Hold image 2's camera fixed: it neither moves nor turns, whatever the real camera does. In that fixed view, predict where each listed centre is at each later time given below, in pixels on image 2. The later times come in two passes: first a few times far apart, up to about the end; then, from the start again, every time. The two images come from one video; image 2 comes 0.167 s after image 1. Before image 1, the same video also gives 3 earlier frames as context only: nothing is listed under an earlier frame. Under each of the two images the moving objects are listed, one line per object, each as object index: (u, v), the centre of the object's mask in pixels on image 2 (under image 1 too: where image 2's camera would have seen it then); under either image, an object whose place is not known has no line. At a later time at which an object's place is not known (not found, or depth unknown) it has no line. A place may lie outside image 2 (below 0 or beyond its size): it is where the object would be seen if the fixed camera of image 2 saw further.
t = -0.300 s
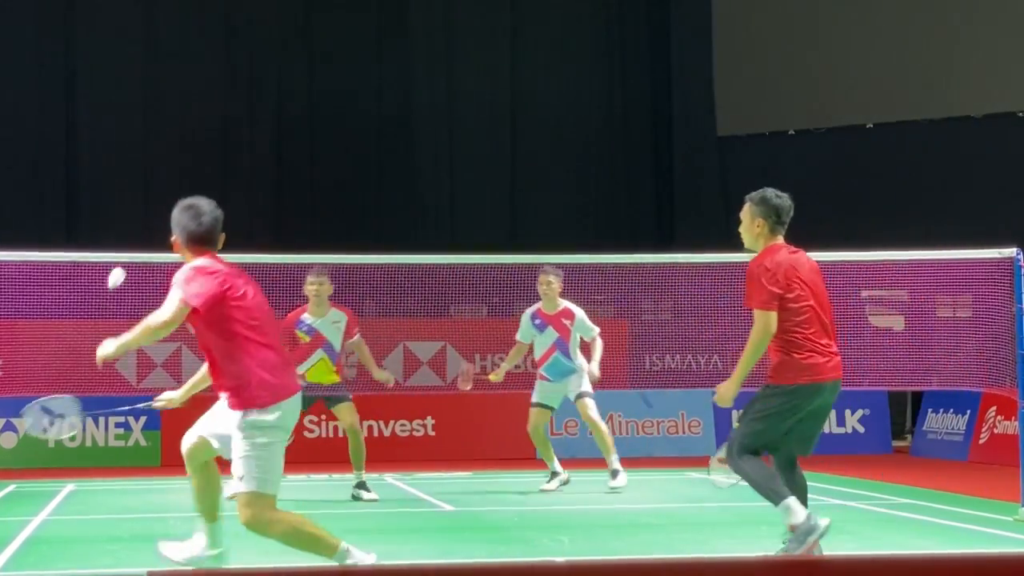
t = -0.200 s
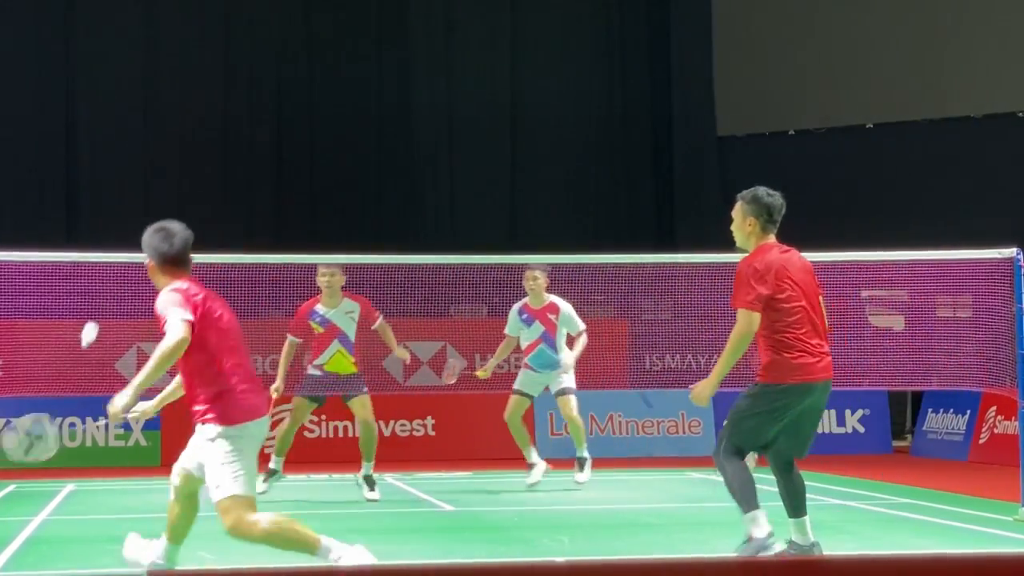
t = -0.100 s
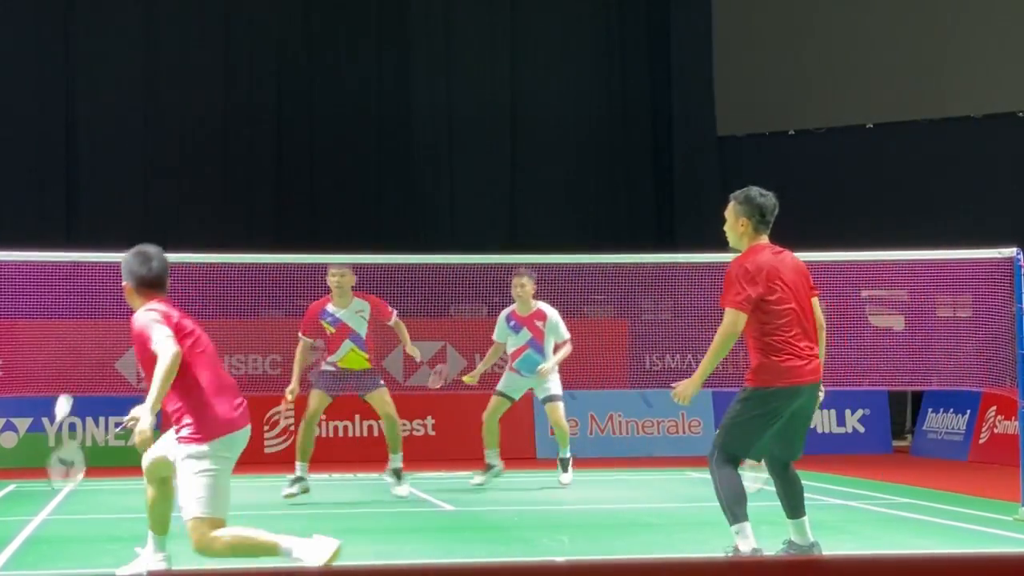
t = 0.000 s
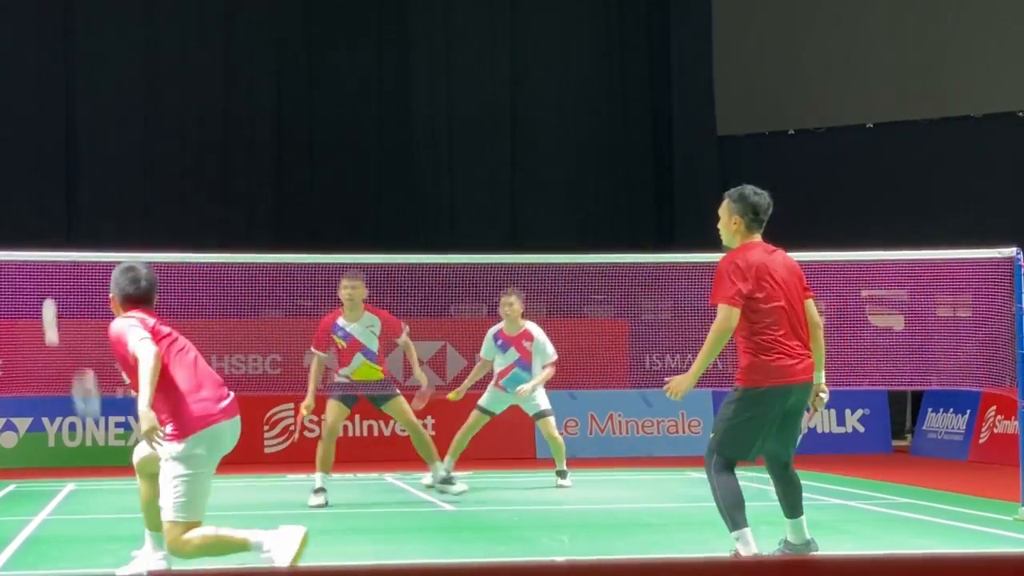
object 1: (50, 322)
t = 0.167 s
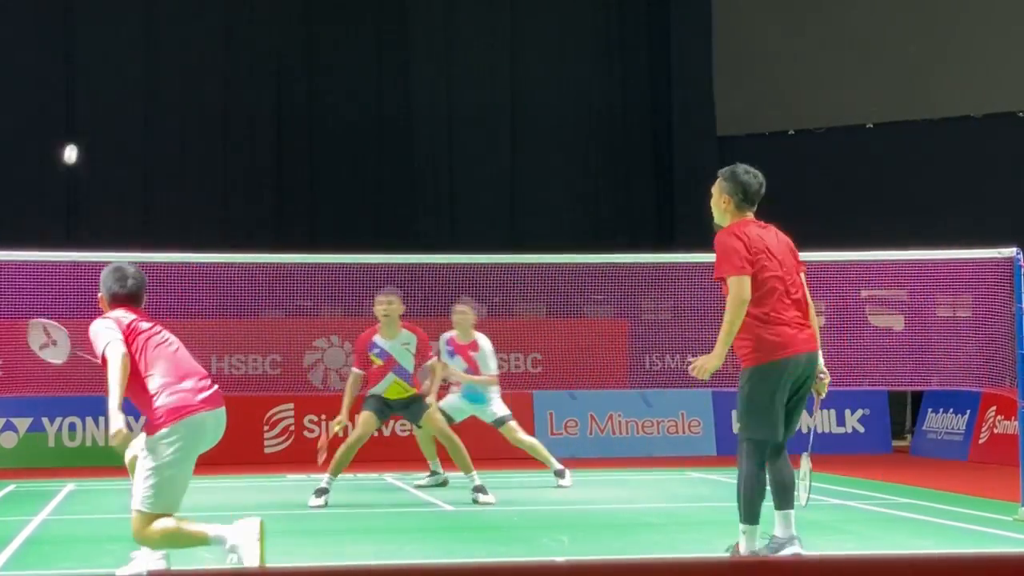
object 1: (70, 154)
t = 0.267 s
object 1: (76, 117)
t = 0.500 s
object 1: (86, 105)
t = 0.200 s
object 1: (72, 138)
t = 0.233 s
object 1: (74, 126)
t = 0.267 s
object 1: (76, 117)
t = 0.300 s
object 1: (77, 110)
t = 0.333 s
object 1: (78, 104)
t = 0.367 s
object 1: (80, 102)
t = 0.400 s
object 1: (81, 100)
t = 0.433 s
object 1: (83, 100)
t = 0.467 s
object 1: (84, 102)
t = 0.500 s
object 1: (86, 105)
